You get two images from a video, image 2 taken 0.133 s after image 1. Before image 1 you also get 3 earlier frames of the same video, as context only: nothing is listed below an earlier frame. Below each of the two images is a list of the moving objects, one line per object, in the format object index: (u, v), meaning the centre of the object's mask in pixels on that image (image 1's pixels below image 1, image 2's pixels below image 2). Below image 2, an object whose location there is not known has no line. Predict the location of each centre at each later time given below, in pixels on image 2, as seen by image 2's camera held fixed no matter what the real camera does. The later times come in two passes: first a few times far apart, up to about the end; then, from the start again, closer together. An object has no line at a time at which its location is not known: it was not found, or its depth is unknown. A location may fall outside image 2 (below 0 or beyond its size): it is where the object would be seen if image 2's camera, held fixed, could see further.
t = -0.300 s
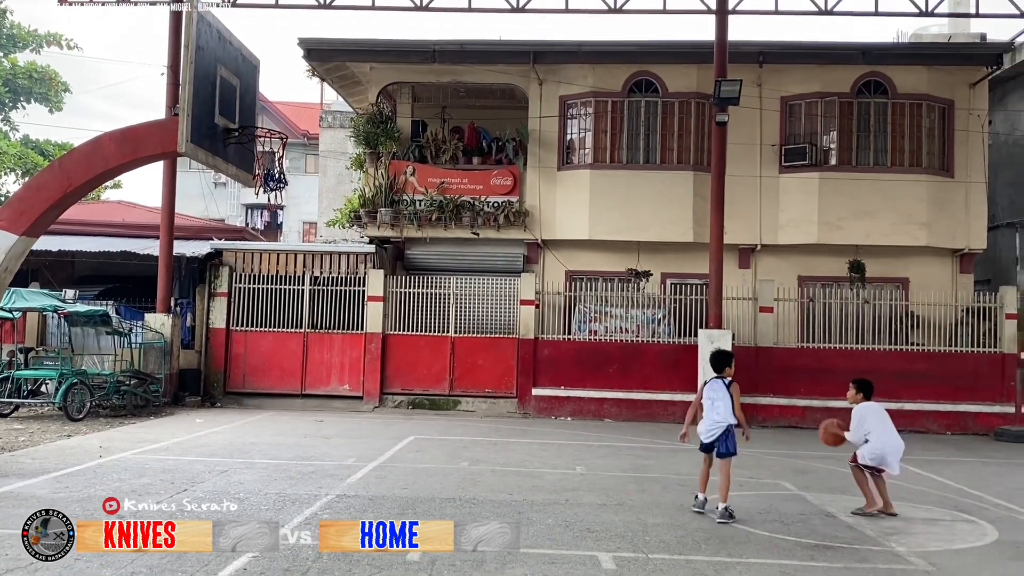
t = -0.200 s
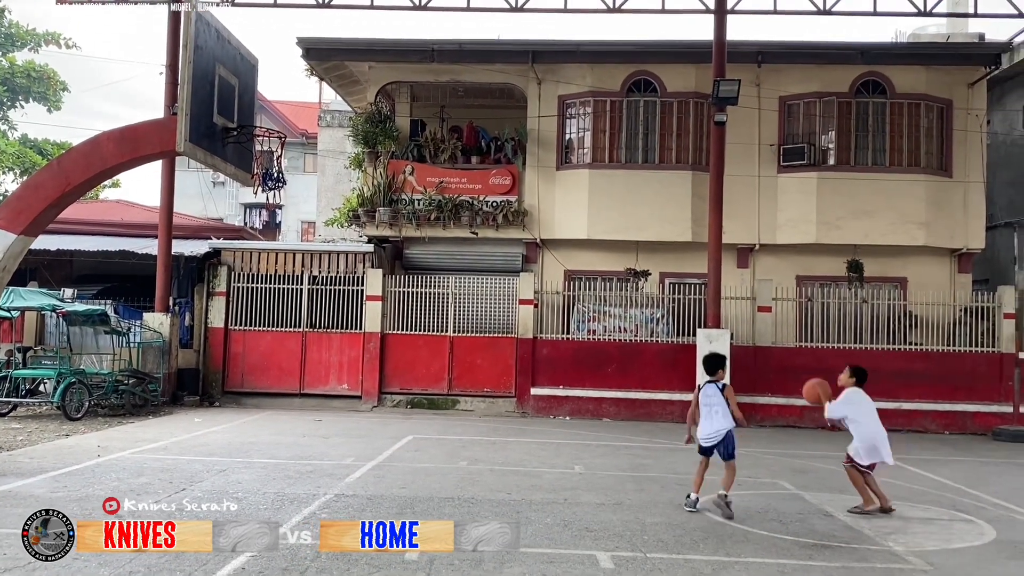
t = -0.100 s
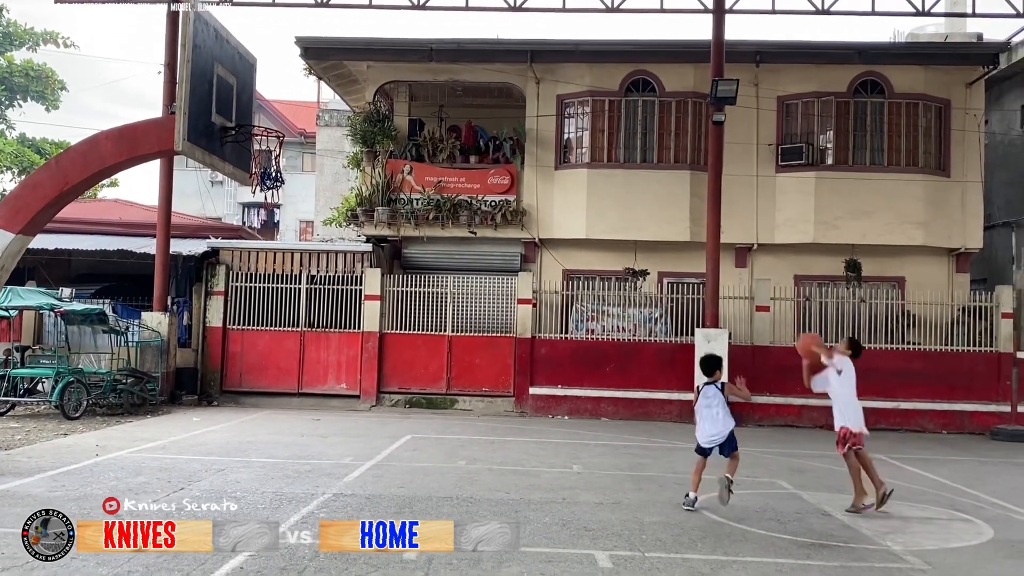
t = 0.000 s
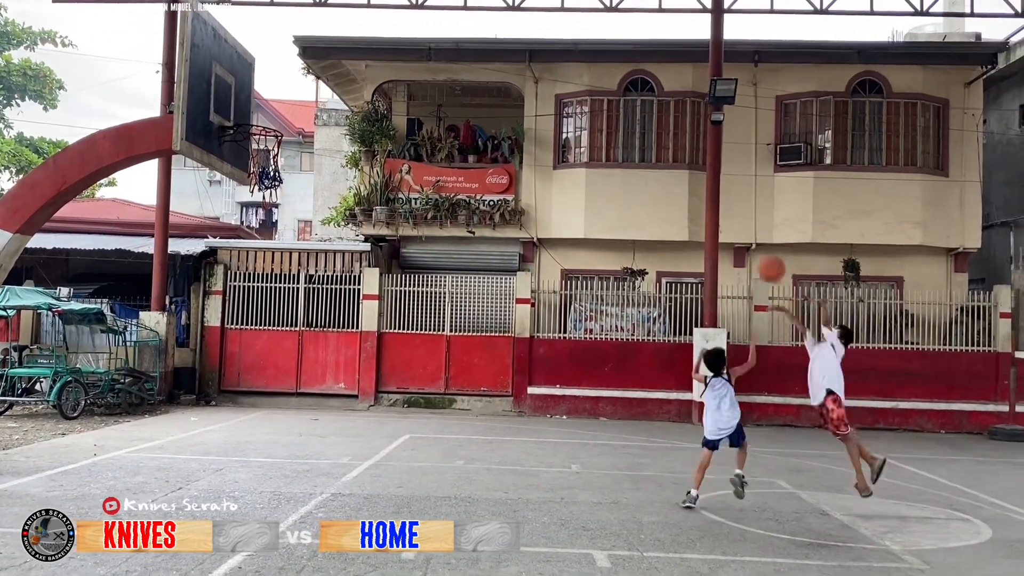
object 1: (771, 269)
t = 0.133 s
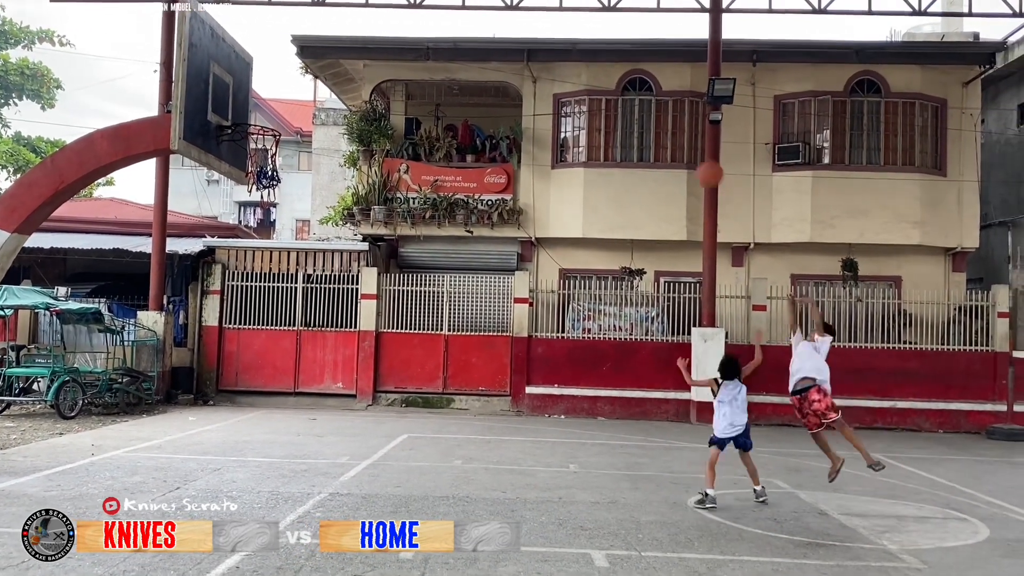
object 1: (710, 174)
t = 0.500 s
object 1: (550, 25)
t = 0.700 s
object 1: (465, 9)
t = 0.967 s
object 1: (351, 49)
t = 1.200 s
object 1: (253, 146)
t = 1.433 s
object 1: (308, 267)
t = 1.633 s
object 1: (368, 413)
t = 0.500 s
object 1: (550, 25)
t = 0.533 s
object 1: (535, 19)
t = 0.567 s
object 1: (521, 14)
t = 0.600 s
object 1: (507, 11)
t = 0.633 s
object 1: (493, 10)
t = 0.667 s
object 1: (479, 9)
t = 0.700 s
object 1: (465, 9)
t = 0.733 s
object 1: (451, 10)
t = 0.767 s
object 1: (436, 11)
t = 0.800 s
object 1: (422, 13)
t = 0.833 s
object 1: (408, 18)
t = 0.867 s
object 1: (394, 24)
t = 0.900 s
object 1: (380, 31)
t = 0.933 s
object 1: (366, 40)
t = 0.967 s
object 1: (351, 49)
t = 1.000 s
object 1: (337, 60)
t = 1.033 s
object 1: (323, 71)
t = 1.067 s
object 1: (309, 84)
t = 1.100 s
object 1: (295, 98)
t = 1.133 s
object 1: (281, 113)
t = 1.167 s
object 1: (267, 129)
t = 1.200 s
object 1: (253, 146)
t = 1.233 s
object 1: (244, 163)
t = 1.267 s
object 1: (251, 179)
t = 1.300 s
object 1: (270, 197)
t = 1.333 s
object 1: (278, 210)
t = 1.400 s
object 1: (299, 247)
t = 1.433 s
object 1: (308, 267)
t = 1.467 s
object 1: (318, 288)
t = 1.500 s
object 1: (329, 311)
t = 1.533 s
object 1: (340, 335)
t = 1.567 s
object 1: (349, 360)
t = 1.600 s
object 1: (359, 387)
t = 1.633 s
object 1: (368, 413)
